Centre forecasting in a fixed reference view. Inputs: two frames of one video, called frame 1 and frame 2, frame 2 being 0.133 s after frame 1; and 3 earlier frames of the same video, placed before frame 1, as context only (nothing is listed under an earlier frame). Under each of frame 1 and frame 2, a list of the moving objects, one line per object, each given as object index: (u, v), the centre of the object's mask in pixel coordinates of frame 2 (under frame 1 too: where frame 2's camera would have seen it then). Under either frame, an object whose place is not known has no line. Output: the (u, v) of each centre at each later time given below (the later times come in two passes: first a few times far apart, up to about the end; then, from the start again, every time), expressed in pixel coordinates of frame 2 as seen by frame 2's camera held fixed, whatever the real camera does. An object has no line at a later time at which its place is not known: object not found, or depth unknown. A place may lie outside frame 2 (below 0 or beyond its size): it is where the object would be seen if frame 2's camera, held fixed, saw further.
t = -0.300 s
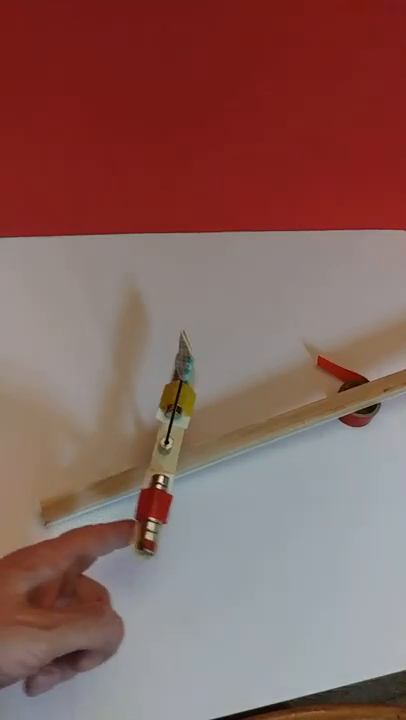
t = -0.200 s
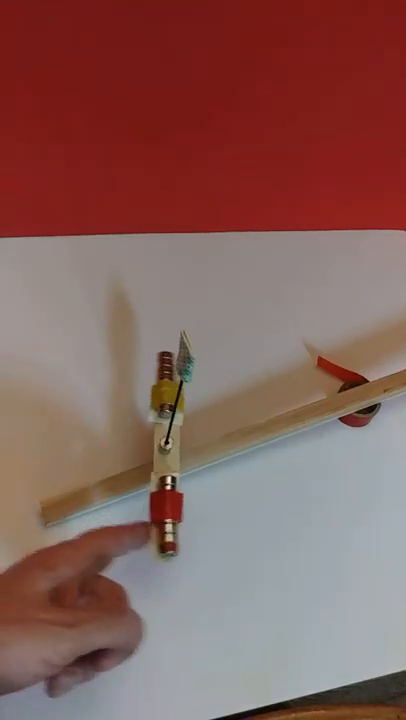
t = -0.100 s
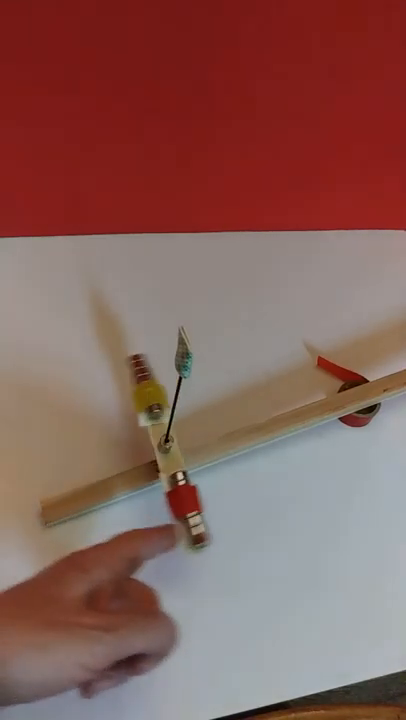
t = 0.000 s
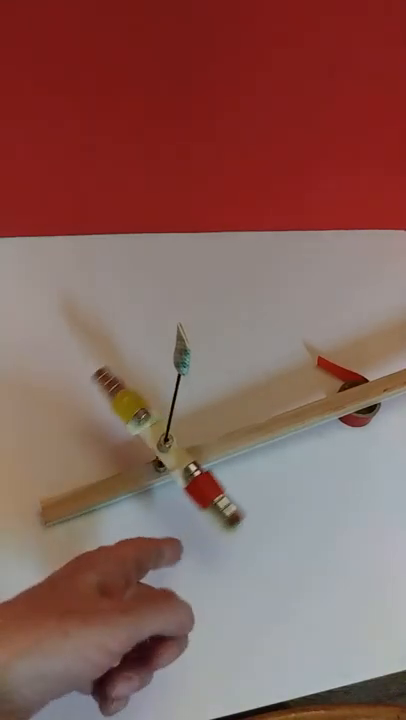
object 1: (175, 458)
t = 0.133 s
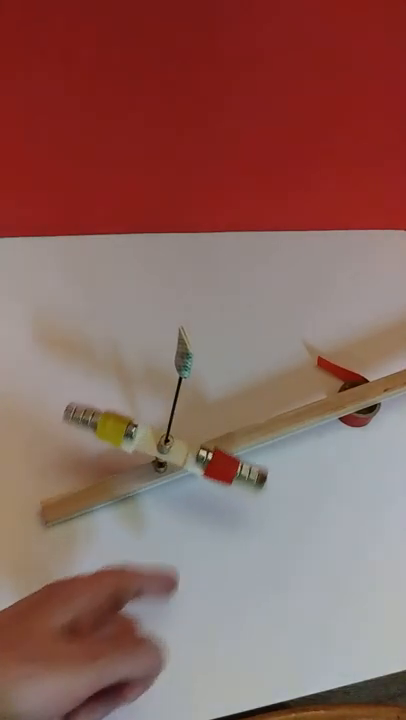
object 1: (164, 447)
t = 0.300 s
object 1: (165, 447)
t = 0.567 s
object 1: (160, 456)
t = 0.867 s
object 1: (166, 452)
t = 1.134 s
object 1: (161, 450)
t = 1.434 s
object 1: (162, 456)
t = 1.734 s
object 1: (168, 451)
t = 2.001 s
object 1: (163, 447)
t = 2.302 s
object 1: (163, 448)
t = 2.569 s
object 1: (161, 466)
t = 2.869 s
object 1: (166, 452)
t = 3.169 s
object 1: (161, 450)
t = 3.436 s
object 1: (163, 452)
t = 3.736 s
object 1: (168, 467)
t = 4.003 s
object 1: (168, 450)
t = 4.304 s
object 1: (162, 446)
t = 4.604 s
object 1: (163, 447)
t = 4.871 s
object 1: (158, 459)
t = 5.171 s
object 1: (163, 456)
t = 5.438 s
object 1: (166, 453)
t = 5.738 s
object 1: (165, 450)
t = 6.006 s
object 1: (162, 450)
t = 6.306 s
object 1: (163, 451)
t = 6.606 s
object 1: (162, 468)
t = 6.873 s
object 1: (172, 463)
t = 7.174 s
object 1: (169, 450)
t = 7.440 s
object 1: (166, 447)
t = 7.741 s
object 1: (163, 446)
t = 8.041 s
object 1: (164, 447)
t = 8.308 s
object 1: (162, 448)
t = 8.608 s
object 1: (159, 450)
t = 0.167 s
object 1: (164, 446)
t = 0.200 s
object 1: (163, 446)
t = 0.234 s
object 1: (162, 446)
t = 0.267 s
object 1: (162, 447)
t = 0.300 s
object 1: (165, 447)
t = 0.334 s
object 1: (163, 448)
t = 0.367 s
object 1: (163, 449)
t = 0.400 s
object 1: (164, 447)
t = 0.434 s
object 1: (163, 448)
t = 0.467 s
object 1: (162, 449)
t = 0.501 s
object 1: (161, 451)
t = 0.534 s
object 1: (161, 451)
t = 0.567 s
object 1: (160, 456)
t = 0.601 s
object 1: (159, 462)
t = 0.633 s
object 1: (160, 461)
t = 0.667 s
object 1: (162, 457)
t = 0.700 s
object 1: (163, 456)
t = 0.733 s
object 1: (164, 454)
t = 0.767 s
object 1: (165, 454)
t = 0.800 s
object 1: (165, 453)
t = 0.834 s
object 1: (166, 452)
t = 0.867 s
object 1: (166, 452)
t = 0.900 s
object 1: (166, 452)
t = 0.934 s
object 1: (166, 451)
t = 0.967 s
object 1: (166, 451)
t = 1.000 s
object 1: (165, 450)
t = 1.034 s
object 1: (163, 450)
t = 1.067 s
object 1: (162, 450)
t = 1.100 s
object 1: (162, 450)
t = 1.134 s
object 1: (161, 450)
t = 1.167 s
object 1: (163, 450)
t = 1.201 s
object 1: (164, 451)
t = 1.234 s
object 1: (162, 452)
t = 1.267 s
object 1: (163, 452)
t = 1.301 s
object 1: (163, 452)
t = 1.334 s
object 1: (162, 453)
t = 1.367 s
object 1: (163, 453)
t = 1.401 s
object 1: (163, 454)
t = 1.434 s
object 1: (162, 456)
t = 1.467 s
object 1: (162, 460)
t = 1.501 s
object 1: (161, 469)
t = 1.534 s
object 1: (164, 469)
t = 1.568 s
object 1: (166, 469)
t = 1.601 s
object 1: (168, 467)
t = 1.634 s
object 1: (167, 454)
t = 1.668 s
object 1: (172, 462)
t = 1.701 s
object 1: (168, 451)
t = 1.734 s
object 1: (168, 451)
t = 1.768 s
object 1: (168, 450)
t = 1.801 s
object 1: (169, 450)
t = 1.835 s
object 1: (168, 449)
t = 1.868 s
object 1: (167, 448)
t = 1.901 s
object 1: (166, 447)
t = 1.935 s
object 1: (165, 447)
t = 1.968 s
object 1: (164, 447)
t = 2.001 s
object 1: (163, 447)
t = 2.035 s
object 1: (163, 446)
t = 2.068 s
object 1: (162, 447)
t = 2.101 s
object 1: (163, 447)
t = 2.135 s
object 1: (166, 447)
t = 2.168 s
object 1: (164, 448)
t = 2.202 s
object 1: (166, 447)
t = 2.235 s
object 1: (163, 448)
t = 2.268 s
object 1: (164, 447)
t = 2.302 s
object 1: (163, 448)
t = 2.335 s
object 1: (162, 449)
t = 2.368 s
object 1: (162, 450)
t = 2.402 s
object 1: (160, 453)
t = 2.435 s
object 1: (159, 457)
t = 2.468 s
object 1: (159, 461)
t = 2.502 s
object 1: (159, 463)
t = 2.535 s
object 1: (160, 460)
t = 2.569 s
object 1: (161, 466)
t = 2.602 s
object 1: (162, 456)
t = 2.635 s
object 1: (163, 455)
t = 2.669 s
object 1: (164, 455)
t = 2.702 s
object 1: (164, 454)
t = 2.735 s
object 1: (165, 453)
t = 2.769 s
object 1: (165, 453)
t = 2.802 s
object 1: (166, 453)
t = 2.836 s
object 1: (166, 453)
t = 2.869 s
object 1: (166, 452)
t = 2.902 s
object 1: (166, 452)
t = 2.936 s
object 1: (167, 452)
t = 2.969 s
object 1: (166, 451)
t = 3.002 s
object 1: (165, 451)
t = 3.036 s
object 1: (165, 450)
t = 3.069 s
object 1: (163, 450)
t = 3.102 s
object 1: (162, 450)
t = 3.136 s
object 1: (161, 450)
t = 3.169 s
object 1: (161, 450)
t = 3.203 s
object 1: (163, 450)
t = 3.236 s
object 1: (165, 450)
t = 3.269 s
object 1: (164, 450)
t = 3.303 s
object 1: (163, 451)
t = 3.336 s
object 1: (163, 451)
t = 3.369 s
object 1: (164, 451)
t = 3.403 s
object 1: (163, 451)
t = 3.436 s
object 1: (163, 452)
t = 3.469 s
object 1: (162, 454)
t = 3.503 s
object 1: (162, 455)
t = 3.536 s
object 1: (158, 466)
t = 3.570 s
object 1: (159, 467)
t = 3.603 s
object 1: (162, 466)
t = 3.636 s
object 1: (163, 467)
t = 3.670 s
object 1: (164, 470)
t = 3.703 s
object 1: (166, 469)
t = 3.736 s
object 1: (168, 467)
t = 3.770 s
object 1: (170, 465)
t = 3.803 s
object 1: (171, 463)
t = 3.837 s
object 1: (173, 463)
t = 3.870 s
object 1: (174, 462)
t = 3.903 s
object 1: (175, 460)
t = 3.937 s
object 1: (176, 460)
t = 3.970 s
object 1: (177, 458)
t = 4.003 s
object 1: (168, 450)
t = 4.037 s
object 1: (168, 448)
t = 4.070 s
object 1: (167, 448)
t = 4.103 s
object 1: (166, 447)
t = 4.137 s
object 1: (165, 447)
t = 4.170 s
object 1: (165, 447)
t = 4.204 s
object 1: (164, 446)
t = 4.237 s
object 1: (163, 446)
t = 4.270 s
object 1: (163, 446)
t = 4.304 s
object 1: (162, 446)
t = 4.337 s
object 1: (163, 446)
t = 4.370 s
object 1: (163, 447)
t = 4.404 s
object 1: (165, 447)
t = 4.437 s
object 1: (166, 447)
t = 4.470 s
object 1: (164, 448)
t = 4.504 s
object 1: (163, 448)
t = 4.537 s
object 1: (163, 448)
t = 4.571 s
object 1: (162, 449)
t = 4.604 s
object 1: (163, 447)
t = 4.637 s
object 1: (163, 448)
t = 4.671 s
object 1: (162, 448)
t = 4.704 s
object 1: (162, 449)
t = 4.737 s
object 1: (160, 451)
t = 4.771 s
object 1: (159, 453)
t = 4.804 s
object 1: (159, 454)
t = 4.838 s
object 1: (158, 455)
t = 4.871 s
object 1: (158, 459)
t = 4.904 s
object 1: (158, 460)
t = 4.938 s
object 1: (157, 464)
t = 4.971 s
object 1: (158, 466)
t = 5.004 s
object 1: (159, 463)
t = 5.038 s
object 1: (160, 461)
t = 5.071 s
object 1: (161, 466)
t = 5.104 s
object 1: (162, 465)
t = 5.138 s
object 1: (163, 457)
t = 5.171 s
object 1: (163, 456)
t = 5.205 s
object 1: (164, 455)
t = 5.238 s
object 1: (164, 455)
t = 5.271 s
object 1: (165, 455)
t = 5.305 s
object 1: (165, 454)
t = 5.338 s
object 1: (165, 454)
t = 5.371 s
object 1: (166, 454)
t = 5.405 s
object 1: (166, 453)
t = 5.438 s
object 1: (166, 453)
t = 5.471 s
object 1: (166, 452)
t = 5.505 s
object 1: (167, 453)
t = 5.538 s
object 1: (166, 452)
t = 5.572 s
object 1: (166, 452)
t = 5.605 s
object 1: (167, 452)
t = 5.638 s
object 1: (167, 452)
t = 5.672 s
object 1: (166, 451)
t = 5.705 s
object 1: (166, 451)
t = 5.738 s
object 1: (165, 450)
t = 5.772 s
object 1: (165, 450)
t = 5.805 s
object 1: (164, 450)
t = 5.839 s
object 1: (164, 450)
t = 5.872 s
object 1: (163, 450)
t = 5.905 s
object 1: (162, 450)
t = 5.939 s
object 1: (162, 450)
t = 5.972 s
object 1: (161, 450)
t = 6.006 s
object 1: (162, 450)
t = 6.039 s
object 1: (162, 450)
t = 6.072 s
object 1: (163, 450)
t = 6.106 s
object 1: (164, 450)
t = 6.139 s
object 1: (162, 451)
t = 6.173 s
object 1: (161, 452)
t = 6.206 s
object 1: (162, 452)
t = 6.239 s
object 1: (162, 452)
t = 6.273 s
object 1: (162, 452)
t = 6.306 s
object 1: (163, 451)
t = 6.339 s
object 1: (162, 452)
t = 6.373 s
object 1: (157, 459)
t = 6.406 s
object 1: (157, 462)
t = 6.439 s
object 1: (156, 465)
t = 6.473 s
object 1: (157, 466)
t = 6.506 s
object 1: (158, 468)
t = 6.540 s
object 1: (159, 468)
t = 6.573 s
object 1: (161, 466)
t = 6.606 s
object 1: (162, 468)
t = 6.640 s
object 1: (163, 470)
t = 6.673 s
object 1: (164, 469)
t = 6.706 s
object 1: (166, 470)
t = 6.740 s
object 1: (167, 469)
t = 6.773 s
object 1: (168, 467)
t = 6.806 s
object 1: (170, 465)
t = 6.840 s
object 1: (171, 464)
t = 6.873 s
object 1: (172, 463)
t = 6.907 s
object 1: (173, 462)
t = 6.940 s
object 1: (174, 462)
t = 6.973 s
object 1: (175, 461)
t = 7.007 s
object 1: (176, 461)
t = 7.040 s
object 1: (176, 460)
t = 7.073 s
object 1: (176, 458)
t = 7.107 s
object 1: (177, 458)
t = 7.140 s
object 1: (169, 450)
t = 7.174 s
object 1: (169, 450)
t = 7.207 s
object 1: (168, 449)
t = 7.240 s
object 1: (168, 449)
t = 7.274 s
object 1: (168, 448)
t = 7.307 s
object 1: (168, 448)
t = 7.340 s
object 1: (167, 448)
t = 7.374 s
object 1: (166, 447)
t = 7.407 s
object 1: (166, 447)
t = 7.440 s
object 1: (166, 447)
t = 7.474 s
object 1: (165, 447)
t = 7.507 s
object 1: (165, 447)
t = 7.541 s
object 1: (164, 446)
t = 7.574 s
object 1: (164, 446)
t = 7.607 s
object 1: (164, 446)
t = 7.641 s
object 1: (164, 446)
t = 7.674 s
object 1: (163, 446)
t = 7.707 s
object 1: (163, 446)
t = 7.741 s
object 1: (163, 446)
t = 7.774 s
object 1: (163, 447)
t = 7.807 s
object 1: (163, 447)
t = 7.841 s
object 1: (162, 447)
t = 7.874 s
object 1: (163, 447)
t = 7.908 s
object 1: (163, 447)
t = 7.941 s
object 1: (163, 447)
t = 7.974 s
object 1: (163, 447)
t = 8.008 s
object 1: (165, 447)
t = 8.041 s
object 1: (164, 447)
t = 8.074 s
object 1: (164, 447)
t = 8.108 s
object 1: (162, 448)
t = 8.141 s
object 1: (163, 447)
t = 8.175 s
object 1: (163, 447)
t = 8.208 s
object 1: (162, 447)
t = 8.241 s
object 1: (162, 448)
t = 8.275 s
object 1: (162, 448)
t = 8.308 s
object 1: (162, 448)
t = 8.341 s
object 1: (162, 448)
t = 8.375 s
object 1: (161, 448)
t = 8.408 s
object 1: (160, 449)
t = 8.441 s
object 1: (159, 449)
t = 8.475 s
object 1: (159, 449)
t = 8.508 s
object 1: (159, 449)
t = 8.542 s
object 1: (159, 450)
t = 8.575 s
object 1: (158, 450)
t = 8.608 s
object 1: (159, 450)
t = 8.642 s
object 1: (159, 449)
